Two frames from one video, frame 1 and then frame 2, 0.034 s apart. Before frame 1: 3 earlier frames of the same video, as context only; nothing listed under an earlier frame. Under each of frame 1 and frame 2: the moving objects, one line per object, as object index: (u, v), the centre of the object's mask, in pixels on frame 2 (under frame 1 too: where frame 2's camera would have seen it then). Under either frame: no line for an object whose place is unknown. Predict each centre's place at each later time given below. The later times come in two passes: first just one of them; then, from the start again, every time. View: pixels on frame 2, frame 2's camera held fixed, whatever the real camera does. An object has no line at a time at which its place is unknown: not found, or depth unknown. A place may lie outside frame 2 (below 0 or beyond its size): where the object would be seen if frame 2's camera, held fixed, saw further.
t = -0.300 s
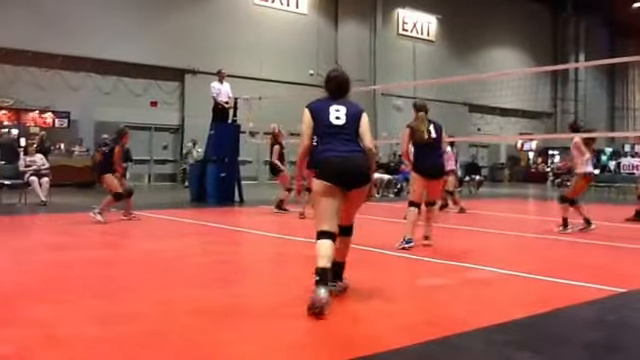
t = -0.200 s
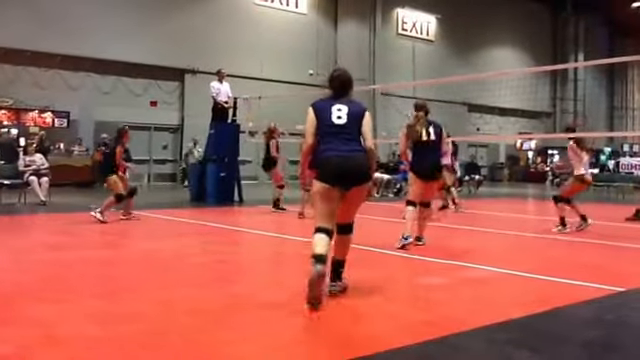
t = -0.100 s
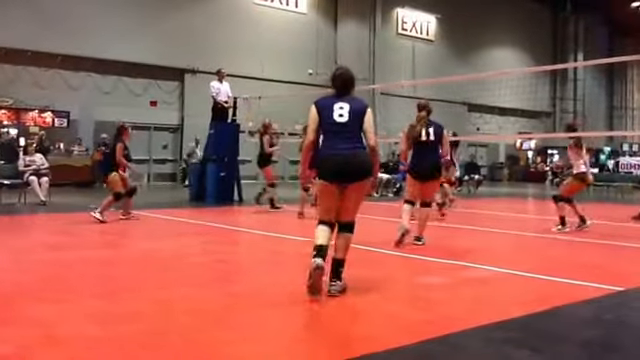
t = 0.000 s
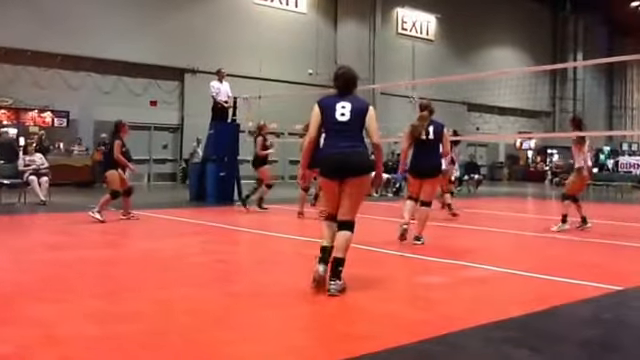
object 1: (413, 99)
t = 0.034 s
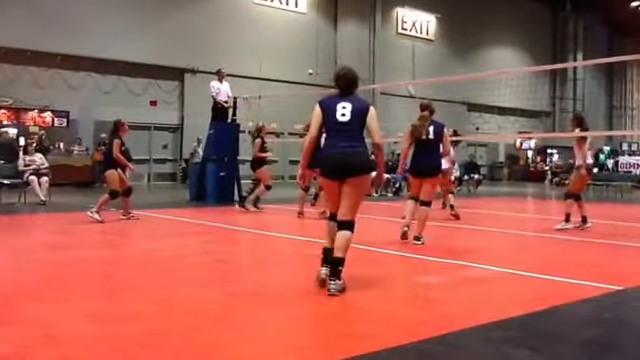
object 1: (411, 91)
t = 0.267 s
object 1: (392, 53)
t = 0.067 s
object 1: (407, 84)
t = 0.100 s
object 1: (404, 77)
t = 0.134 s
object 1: (403, 72)
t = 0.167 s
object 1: (399, 65)
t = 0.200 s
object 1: (396, 61)
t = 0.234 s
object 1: (394, 57)
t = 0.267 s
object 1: (392, 53)
